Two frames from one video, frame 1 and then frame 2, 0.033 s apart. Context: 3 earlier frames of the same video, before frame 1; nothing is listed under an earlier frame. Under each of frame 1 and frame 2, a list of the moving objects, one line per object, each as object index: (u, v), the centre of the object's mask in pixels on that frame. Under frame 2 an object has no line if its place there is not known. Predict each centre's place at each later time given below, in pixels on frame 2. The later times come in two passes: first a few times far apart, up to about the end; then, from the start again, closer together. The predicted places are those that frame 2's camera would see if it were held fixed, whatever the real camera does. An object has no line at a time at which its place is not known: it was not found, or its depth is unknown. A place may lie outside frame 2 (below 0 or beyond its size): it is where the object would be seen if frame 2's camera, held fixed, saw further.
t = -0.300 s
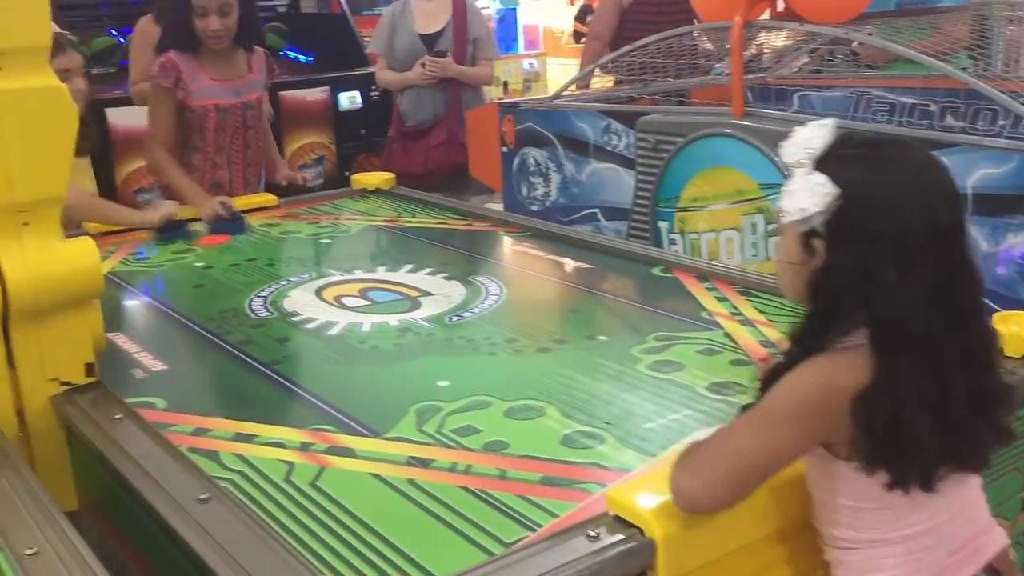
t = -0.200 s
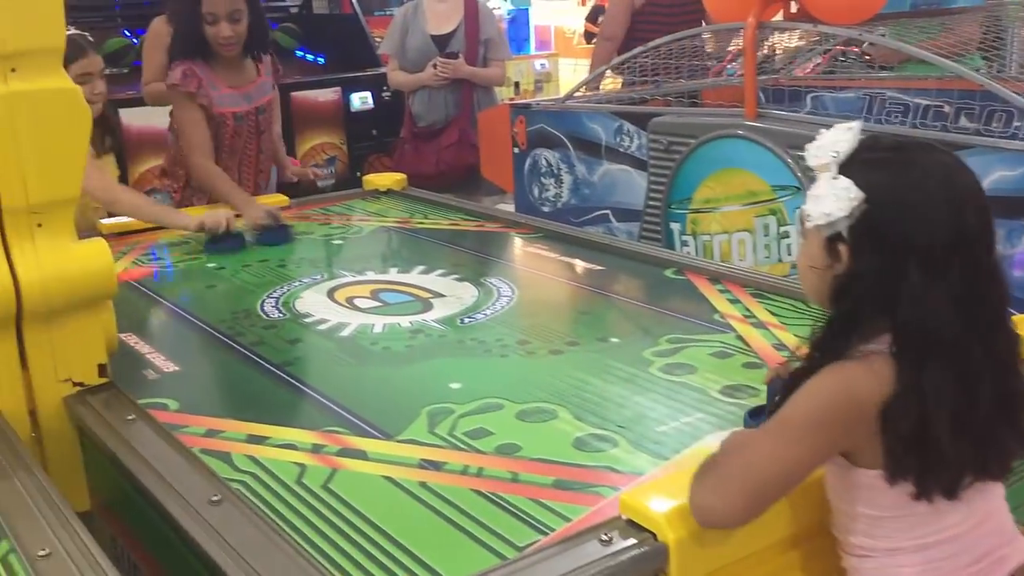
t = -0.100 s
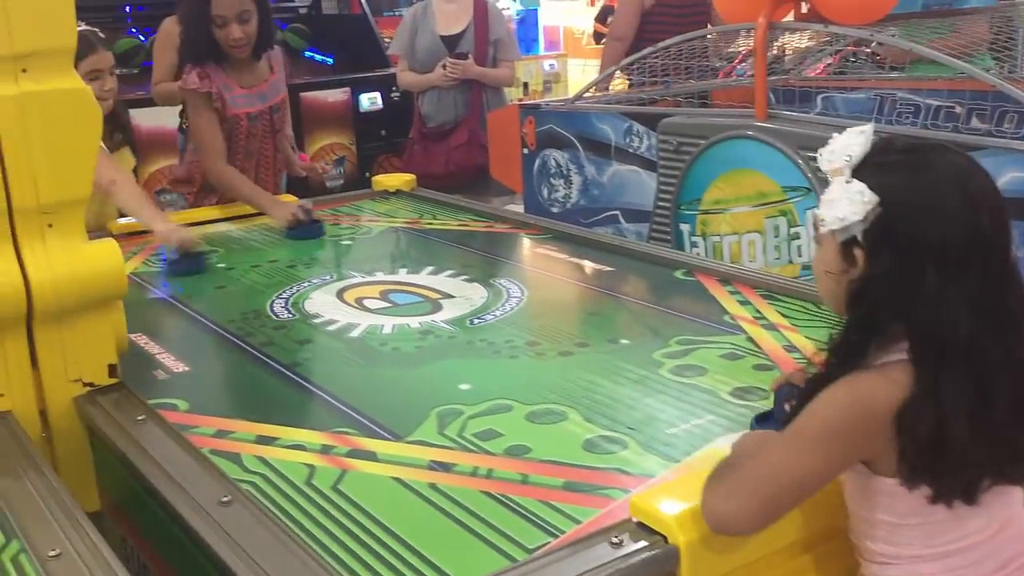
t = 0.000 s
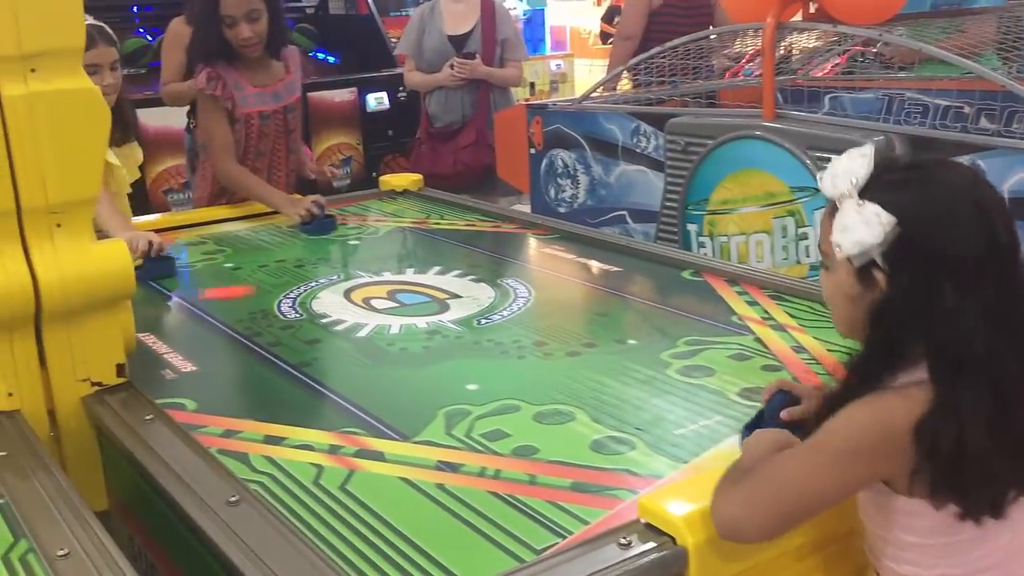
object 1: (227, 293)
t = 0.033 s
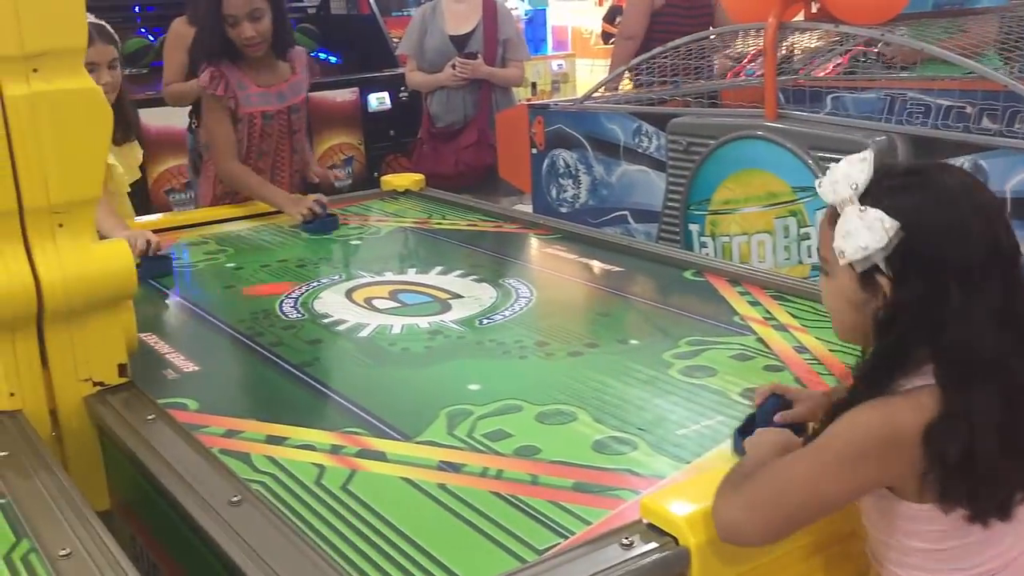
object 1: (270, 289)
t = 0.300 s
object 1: (598, 268)
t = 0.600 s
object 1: (533, 336)
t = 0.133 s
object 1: (394, 280)
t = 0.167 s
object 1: (438, 277)
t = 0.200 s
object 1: (479, 275)
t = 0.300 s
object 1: (598, 268)
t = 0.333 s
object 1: (637, 265)
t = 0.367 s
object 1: (643, 268)
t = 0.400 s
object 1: (629, 276)
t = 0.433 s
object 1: (615, 285)
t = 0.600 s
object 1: (533, 336)
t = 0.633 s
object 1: (513, 348)
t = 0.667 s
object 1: (492, 360)
